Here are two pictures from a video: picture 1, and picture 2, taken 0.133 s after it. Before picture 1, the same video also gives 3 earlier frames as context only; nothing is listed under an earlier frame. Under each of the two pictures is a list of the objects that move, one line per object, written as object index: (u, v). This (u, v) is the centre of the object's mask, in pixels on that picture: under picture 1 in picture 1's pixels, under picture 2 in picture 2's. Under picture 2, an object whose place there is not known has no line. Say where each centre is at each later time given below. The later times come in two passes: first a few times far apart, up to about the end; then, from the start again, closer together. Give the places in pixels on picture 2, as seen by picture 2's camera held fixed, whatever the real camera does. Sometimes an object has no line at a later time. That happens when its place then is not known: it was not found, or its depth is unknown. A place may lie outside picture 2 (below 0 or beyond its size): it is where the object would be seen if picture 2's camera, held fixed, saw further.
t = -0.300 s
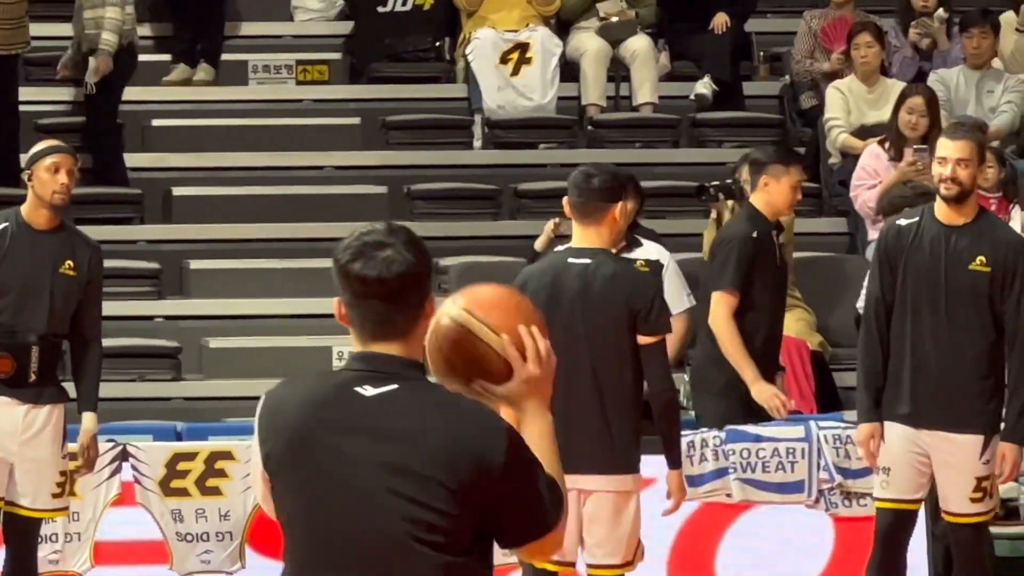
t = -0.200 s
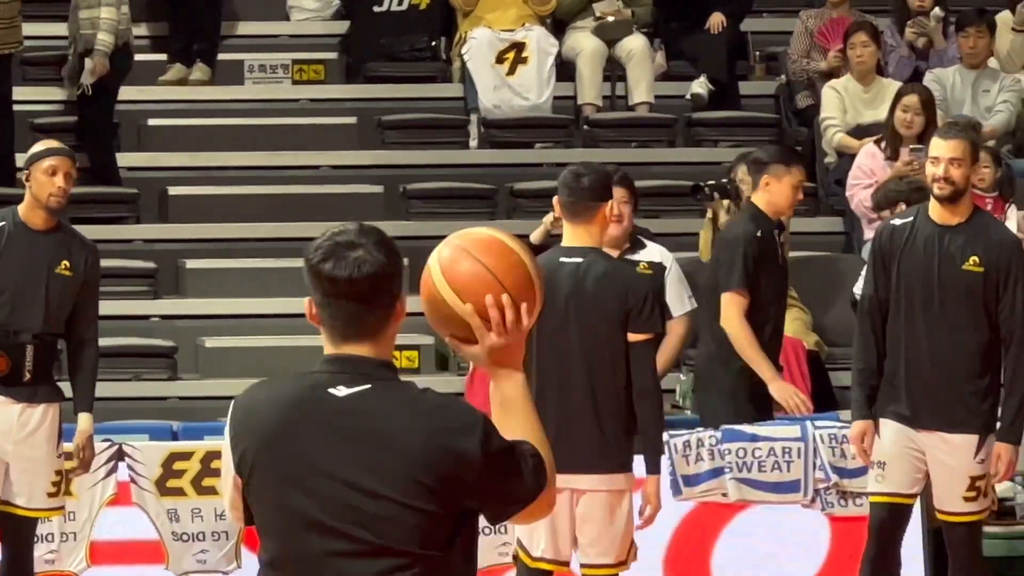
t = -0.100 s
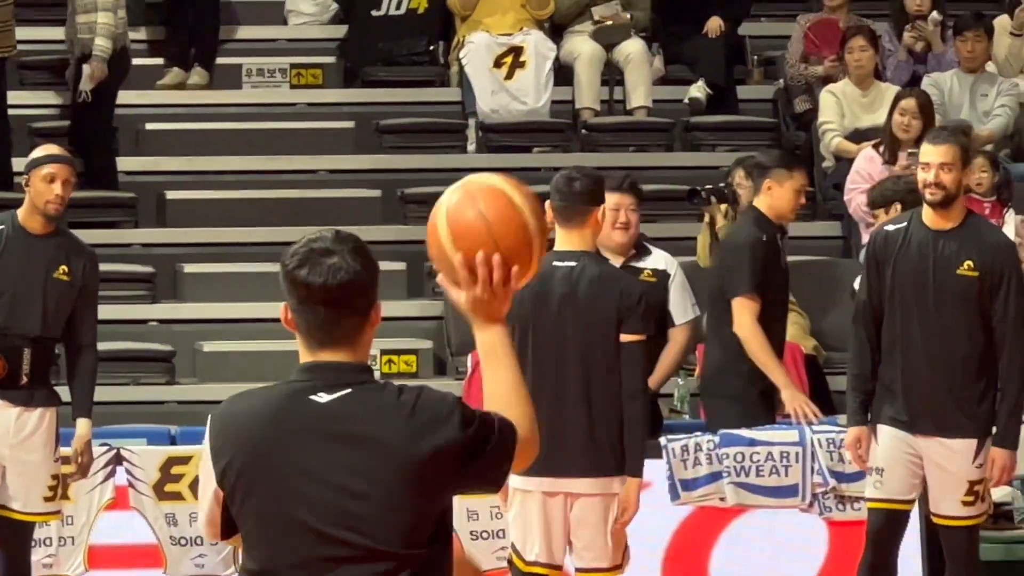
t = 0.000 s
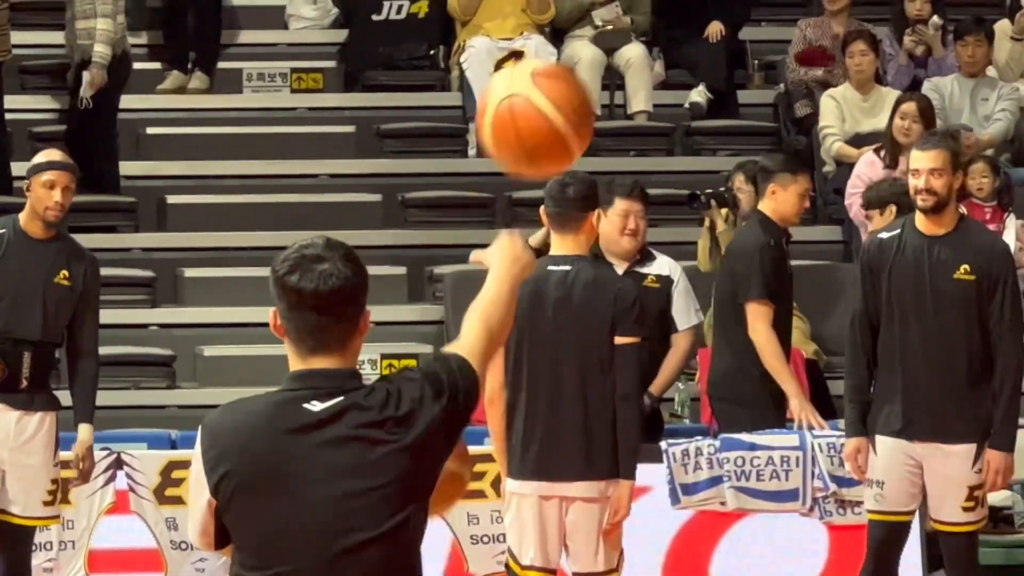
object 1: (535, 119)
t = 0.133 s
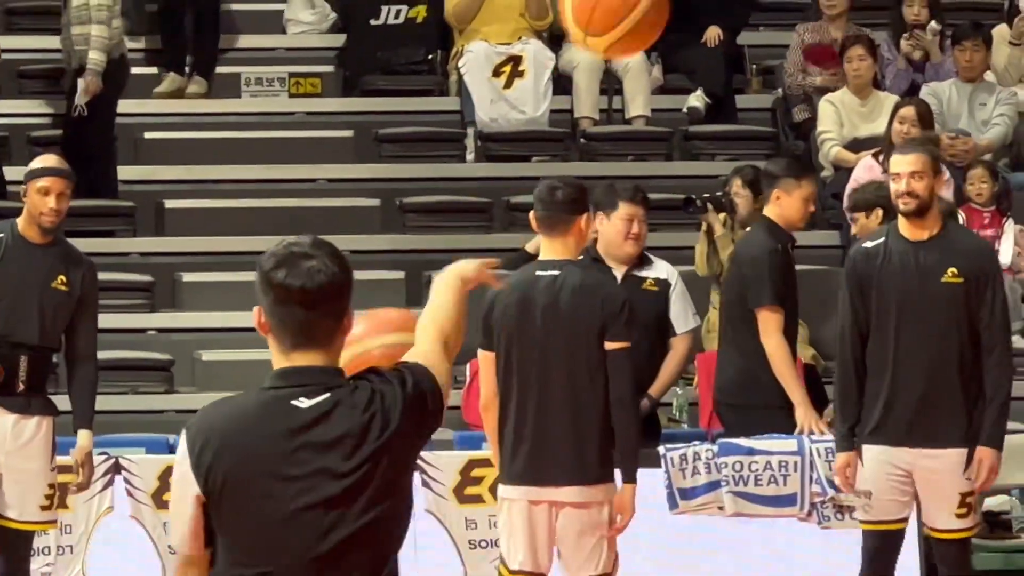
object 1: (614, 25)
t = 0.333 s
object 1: (720, 15)
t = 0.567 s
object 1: (819, 157)
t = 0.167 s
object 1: (633, 18)
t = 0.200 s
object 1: (651, 13)
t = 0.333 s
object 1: (720, 15)
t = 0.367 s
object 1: (736, 19)
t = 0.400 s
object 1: (750, 26)
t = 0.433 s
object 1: (765, 38)
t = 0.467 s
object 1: (779, 62)
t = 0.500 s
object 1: (793, 90)
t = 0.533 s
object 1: (807, 122)
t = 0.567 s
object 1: (819, 157)
